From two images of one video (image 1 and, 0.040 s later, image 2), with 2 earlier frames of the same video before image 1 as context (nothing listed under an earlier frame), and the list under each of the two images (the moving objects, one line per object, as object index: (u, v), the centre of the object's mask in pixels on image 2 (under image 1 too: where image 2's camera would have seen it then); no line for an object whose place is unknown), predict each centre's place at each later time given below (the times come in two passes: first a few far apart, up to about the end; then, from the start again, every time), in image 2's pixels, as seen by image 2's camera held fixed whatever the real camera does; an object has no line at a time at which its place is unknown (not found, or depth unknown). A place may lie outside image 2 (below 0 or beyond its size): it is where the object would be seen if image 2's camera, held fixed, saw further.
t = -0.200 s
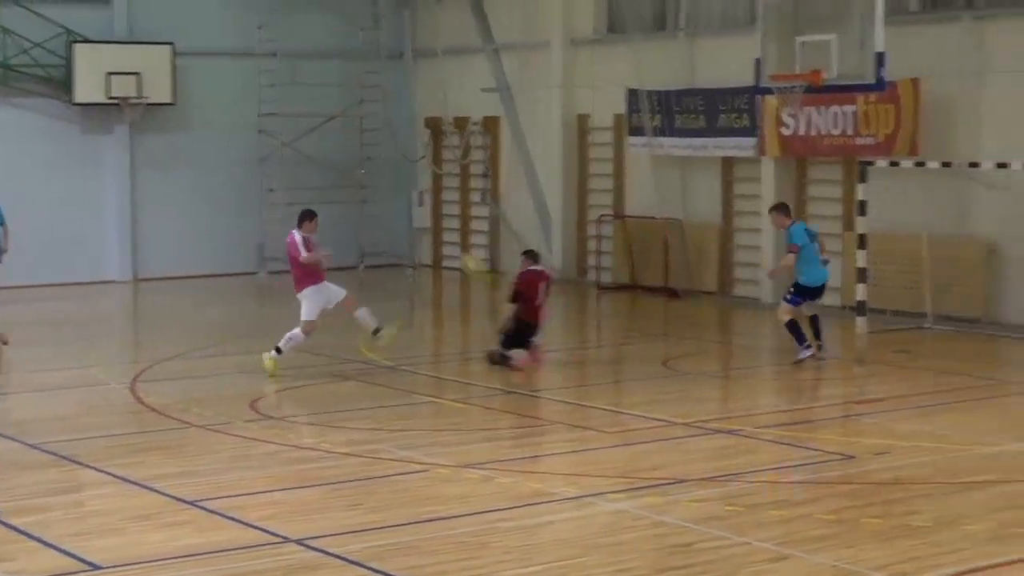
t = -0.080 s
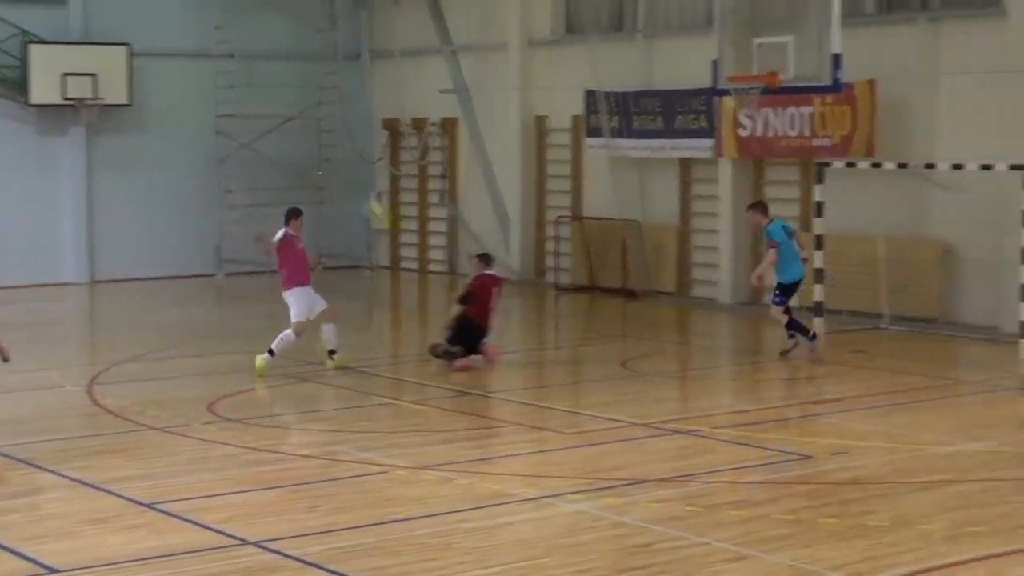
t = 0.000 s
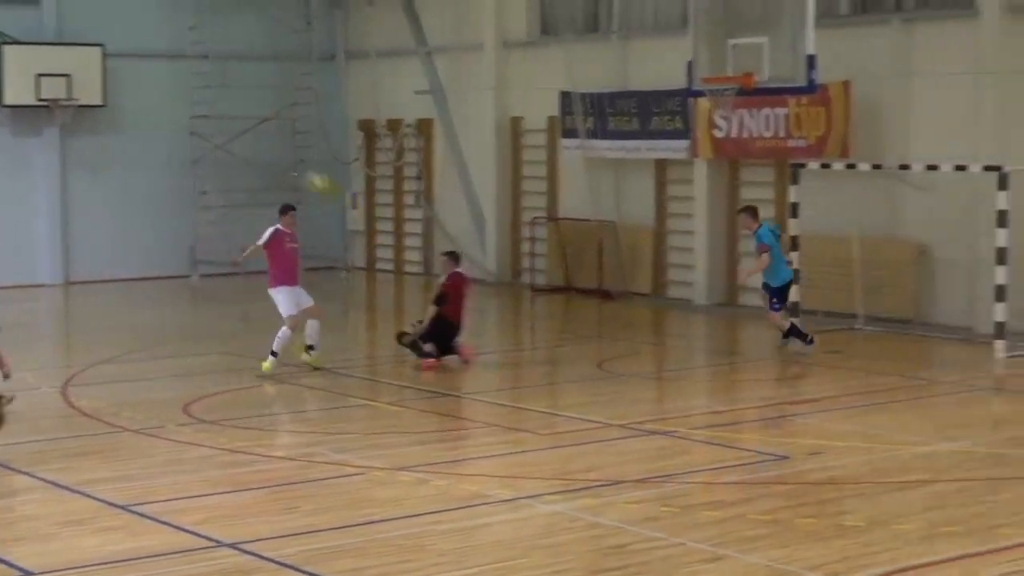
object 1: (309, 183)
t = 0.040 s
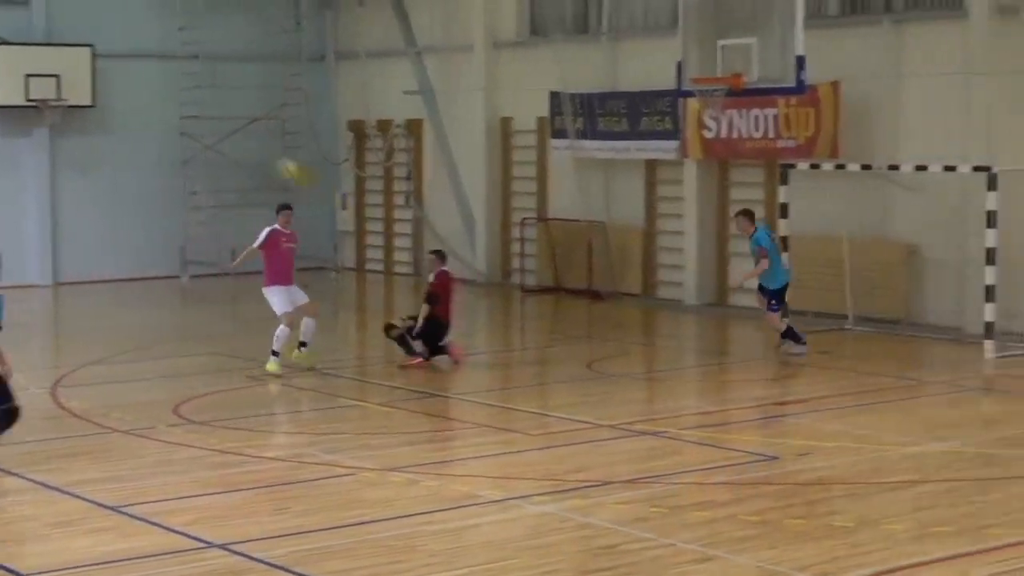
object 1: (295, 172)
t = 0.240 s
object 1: (202, 123)
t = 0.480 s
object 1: (86, 114)
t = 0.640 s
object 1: (4, 140)
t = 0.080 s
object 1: (276, 159)
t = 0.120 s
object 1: (256, 147)
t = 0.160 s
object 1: (238, 137)
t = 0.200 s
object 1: (221, 129)
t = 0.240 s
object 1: (202, 123)
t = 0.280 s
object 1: (184, 118)
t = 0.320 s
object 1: (165, 114)
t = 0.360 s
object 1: (145, 112)
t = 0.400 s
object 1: (127, 110)
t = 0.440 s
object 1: (107, 111)
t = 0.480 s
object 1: (86, 114)
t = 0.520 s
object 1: (68, 118)
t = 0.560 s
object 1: (47, 123)
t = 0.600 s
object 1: (26, 130)
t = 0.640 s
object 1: (4, 140)
